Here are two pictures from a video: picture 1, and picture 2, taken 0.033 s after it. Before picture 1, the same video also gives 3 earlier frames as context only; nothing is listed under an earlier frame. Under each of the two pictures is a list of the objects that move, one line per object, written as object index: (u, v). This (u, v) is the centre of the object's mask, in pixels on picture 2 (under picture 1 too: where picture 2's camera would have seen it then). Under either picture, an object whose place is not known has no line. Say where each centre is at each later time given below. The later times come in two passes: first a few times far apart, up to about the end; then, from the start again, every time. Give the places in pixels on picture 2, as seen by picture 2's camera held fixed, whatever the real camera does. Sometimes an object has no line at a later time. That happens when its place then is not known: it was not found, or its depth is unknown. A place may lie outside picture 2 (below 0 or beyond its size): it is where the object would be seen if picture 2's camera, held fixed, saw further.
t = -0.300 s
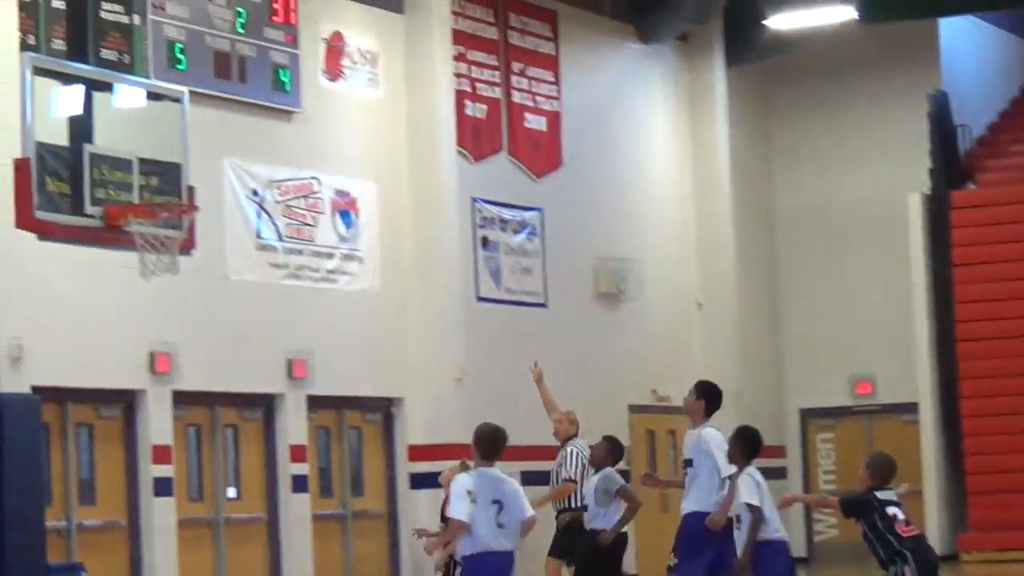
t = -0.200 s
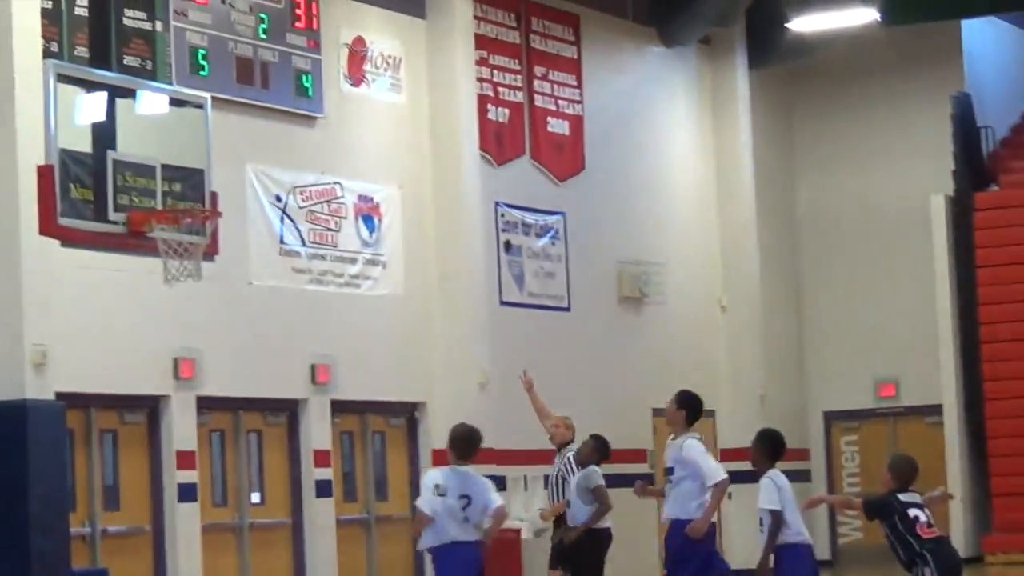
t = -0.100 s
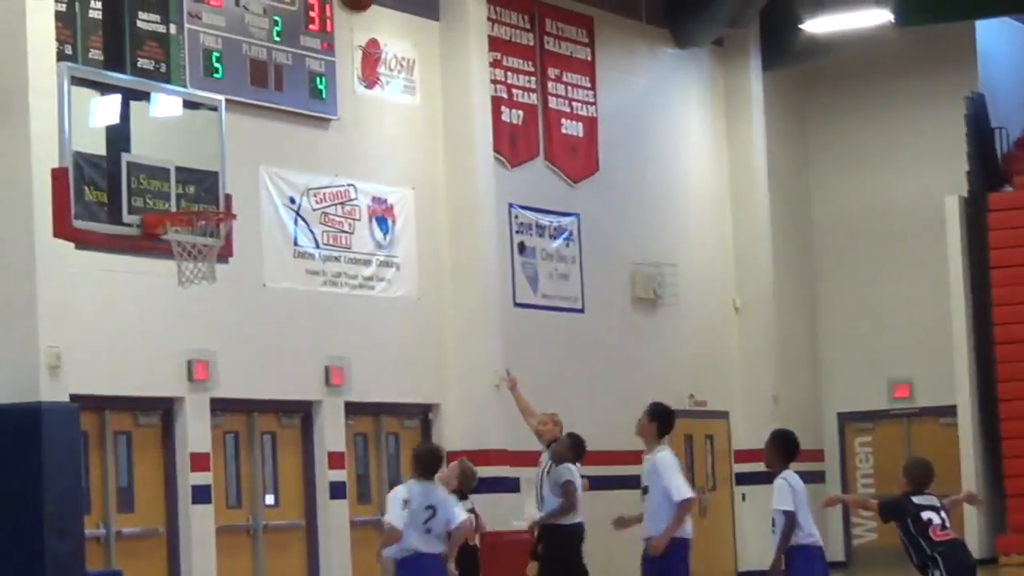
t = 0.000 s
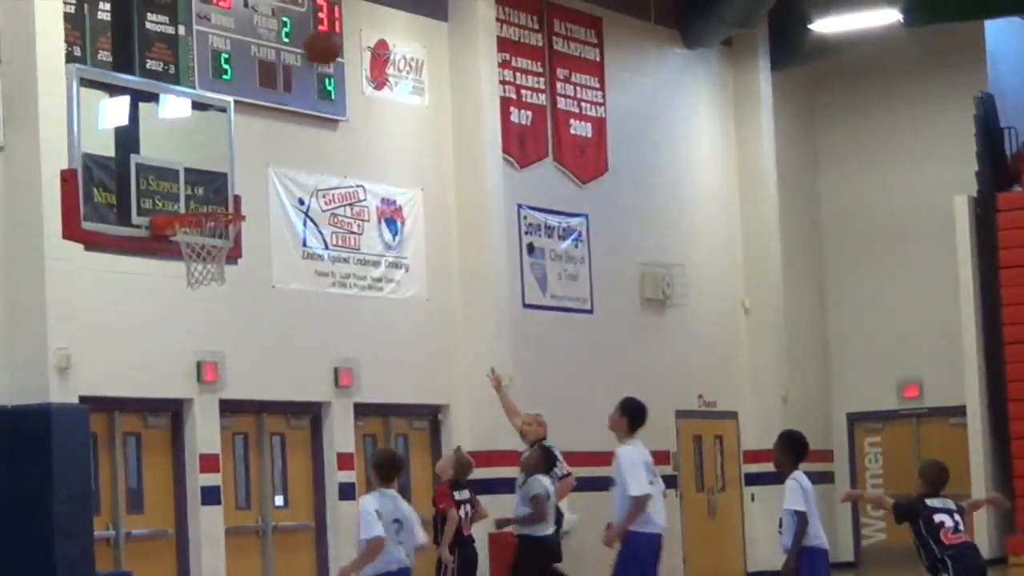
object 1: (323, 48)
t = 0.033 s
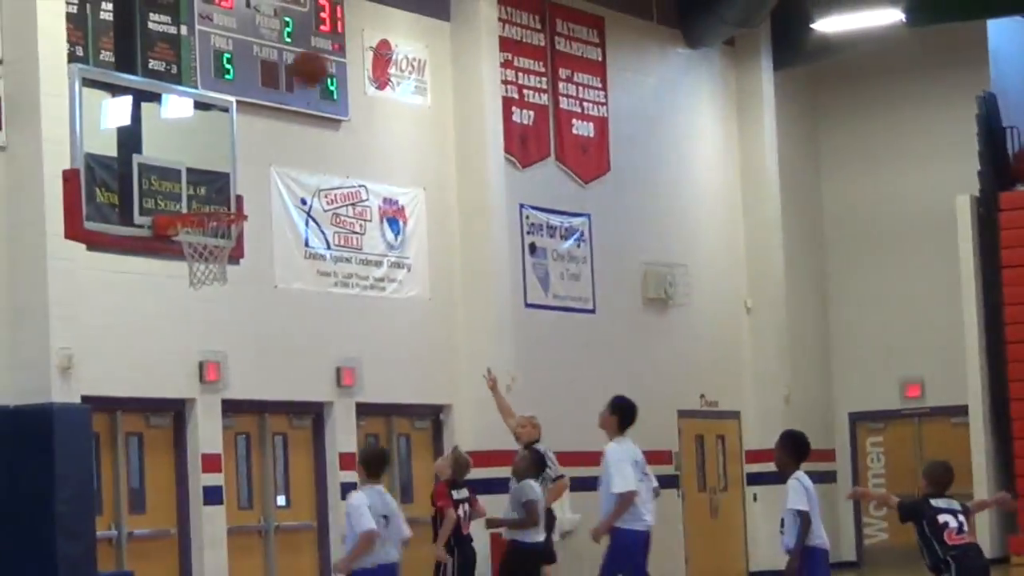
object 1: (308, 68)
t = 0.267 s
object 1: (233, 183)
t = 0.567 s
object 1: (241, 110)
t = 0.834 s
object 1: (302, 142)
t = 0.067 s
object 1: (296, 90)
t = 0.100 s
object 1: (283, 112)
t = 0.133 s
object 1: (269, 138)
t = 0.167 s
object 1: (257, 162)
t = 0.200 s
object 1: (244, 190)
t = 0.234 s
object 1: (236, 197)
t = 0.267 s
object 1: (233, 183)
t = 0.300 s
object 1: (229, 169)
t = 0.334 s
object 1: (226, 157)
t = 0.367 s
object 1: (223, 147)
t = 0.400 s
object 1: (220, 138)
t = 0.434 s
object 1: (217, 131)
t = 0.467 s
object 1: (219, 124)
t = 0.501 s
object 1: (227, 119)
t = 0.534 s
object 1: (234, 114)
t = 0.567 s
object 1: (241, 110)
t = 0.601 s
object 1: (249, 109)
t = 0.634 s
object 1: (256, 109)
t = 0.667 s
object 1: (264, 110)
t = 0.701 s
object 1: (271, 113)
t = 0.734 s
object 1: (279, 118)
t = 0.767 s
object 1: (286, 124)
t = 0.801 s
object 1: (294, 132)
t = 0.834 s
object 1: (302, 142)
